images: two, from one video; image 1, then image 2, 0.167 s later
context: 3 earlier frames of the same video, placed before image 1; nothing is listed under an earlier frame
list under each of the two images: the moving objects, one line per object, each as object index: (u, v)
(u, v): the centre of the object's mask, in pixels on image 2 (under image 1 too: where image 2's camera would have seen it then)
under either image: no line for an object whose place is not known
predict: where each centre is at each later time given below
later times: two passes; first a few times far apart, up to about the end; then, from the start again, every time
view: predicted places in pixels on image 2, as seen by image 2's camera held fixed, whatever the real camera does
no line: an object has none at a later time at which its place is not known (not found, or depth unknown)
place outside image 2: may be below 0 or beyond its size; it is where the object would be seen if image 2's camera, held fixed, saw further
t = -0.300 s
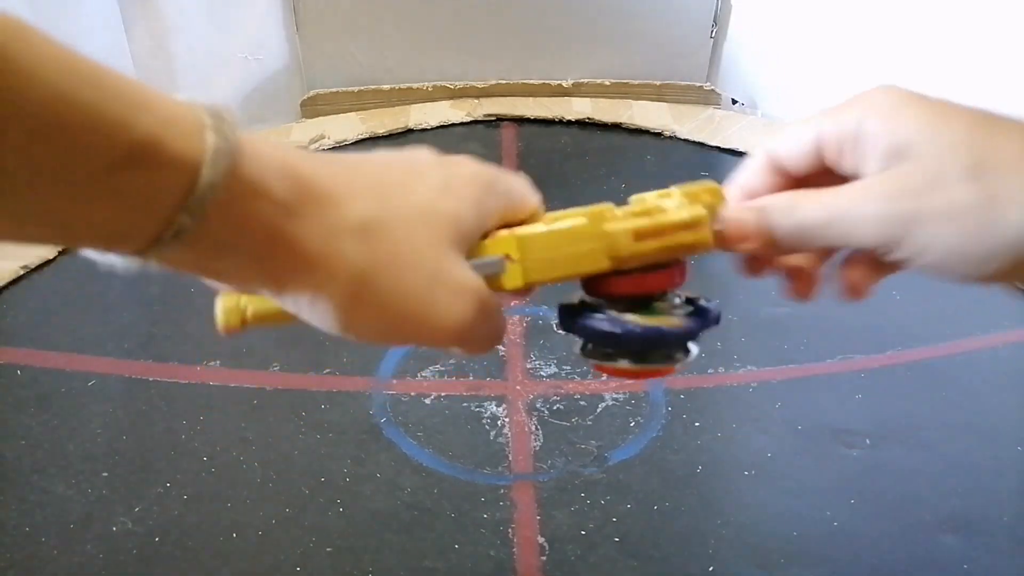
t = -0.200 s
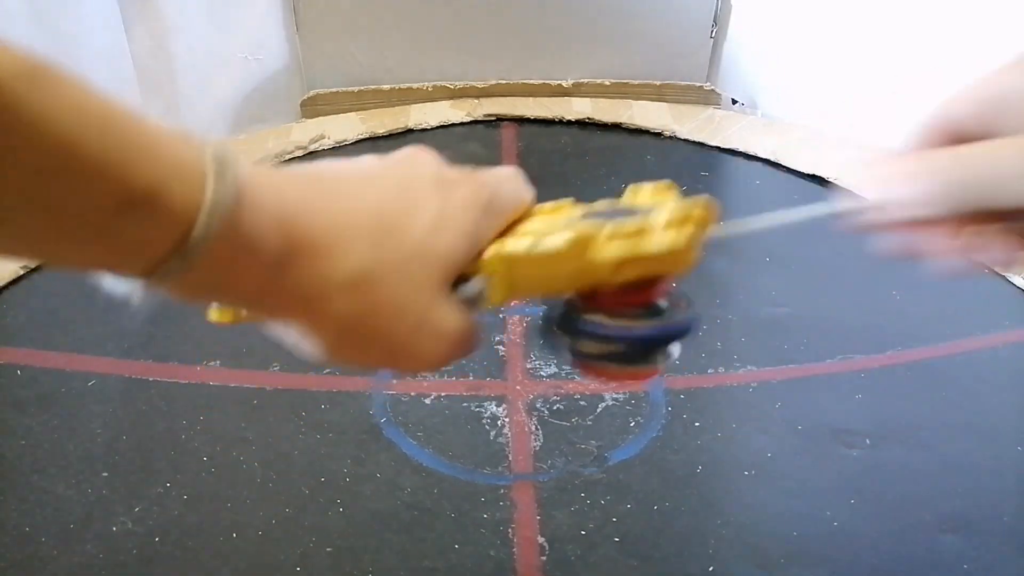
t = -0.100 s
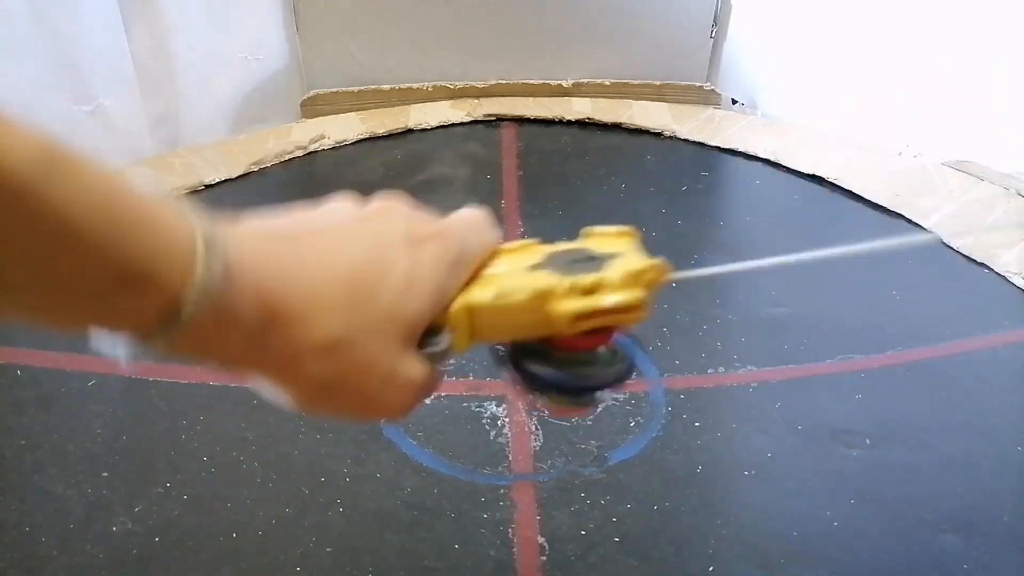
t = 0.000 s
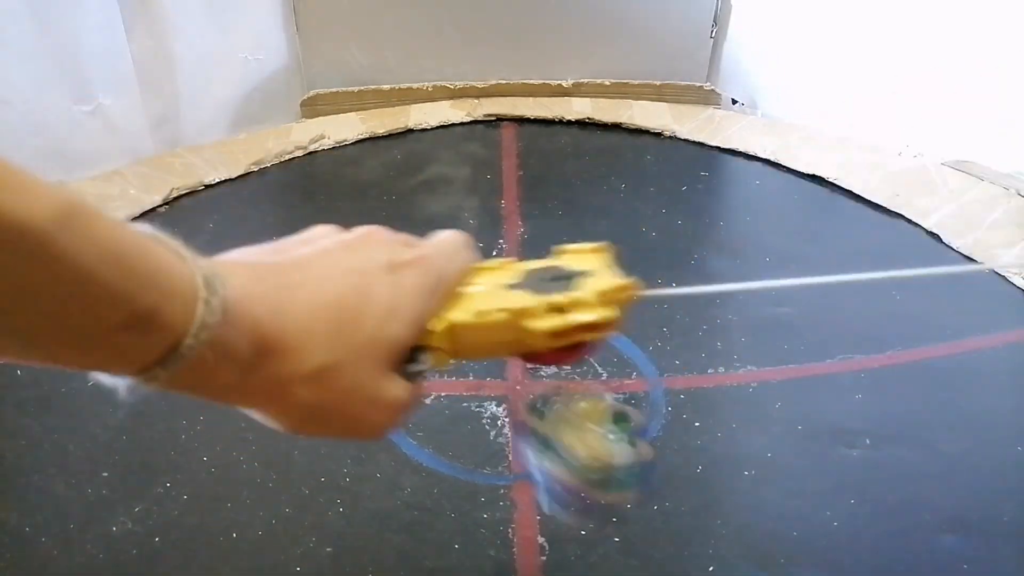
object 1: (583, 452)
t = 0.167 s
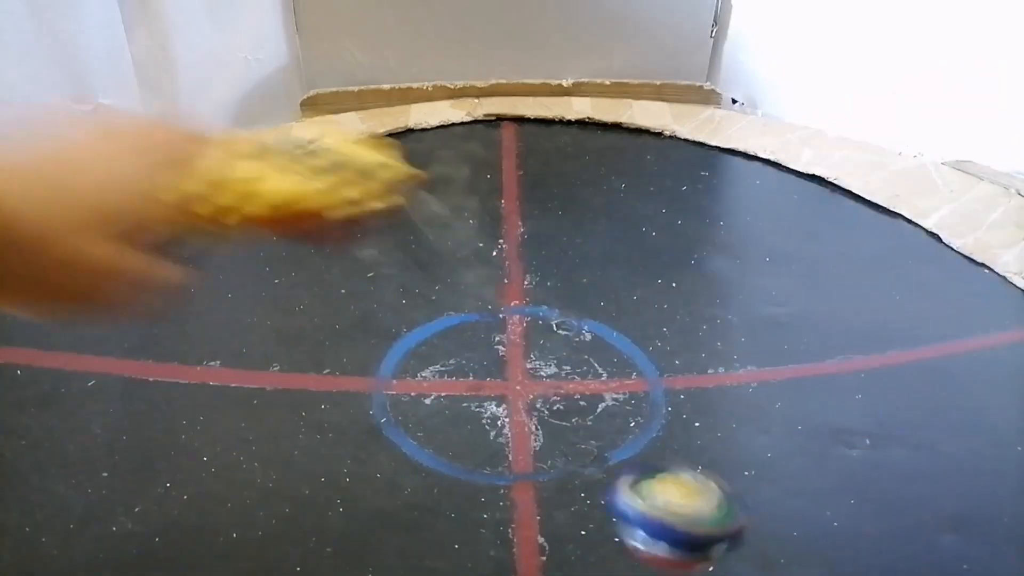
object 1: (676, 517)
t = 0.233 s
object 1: (703, 508)
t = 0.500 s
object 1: (719, 442)
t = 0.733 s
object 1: (701, 345)
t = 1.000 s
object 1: (706, 285)
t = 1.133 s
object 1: (722, 282)
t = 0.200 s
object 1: (693, 504)
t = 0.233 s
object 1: (703, 508)
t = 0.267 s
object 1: (712, 531)
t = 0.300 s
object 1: (714, 545)
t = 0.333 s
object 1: (719, 512)
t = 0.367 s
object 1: (725, 481)
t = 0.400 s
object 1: (726, 465)
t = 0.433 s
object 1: (725, 463)
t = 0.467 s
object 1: (720, 465)
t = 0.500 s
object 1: (719, 442)
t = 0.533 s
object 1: (716, 428)
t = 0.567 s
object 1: (715, 413)
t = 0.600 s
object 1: (712, 400)
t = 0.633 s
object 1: (708, 385)
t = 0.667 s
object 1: (704, 370)
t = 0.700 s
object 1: (702, 358)
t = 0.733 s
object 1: (701, 345)
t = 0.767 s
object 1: (699, 333)
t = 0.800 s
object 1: (698, 323)
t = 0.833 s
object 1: (698, 313)
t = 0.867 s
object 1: (699, 305)
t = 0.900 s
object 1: (700, 298)
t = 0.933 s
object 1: (701, 292)
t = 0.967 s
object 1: (704, 288)
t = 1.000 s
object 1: (706, 285)
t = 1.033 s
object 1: (710, 283)
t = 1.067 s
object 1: (714, 282)
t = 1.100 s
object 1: (719, 282)
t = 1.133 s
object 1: (722, 282)
